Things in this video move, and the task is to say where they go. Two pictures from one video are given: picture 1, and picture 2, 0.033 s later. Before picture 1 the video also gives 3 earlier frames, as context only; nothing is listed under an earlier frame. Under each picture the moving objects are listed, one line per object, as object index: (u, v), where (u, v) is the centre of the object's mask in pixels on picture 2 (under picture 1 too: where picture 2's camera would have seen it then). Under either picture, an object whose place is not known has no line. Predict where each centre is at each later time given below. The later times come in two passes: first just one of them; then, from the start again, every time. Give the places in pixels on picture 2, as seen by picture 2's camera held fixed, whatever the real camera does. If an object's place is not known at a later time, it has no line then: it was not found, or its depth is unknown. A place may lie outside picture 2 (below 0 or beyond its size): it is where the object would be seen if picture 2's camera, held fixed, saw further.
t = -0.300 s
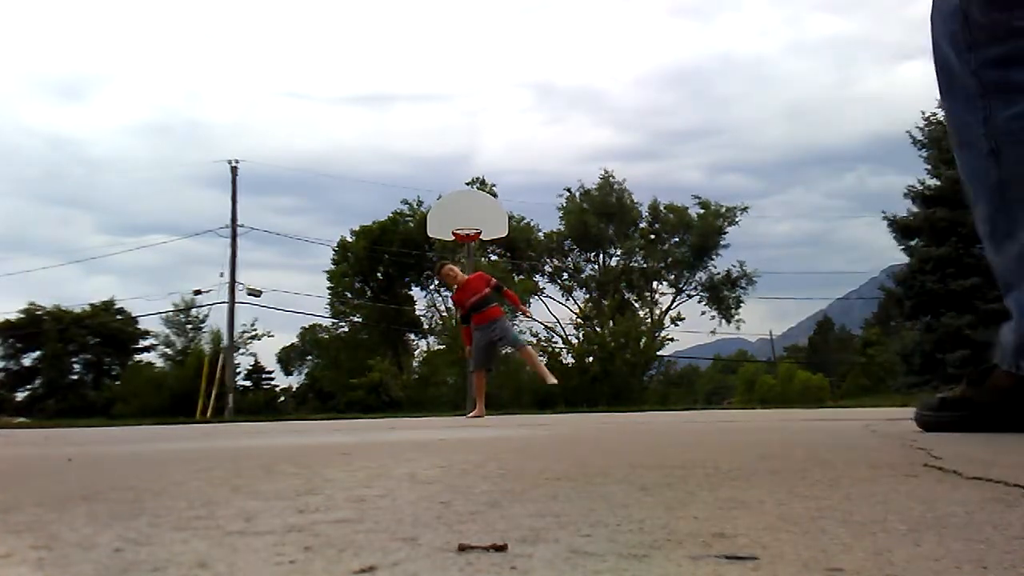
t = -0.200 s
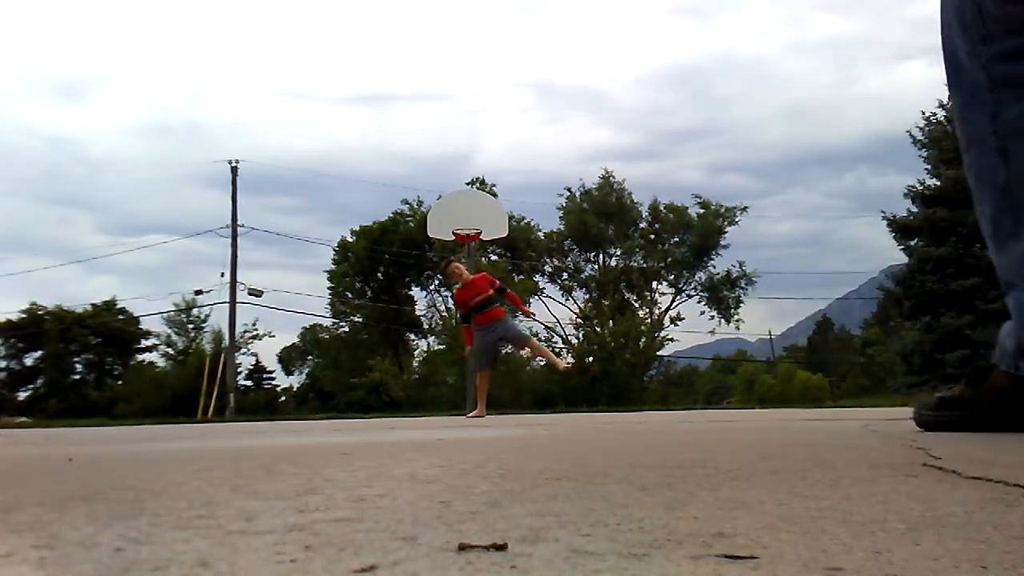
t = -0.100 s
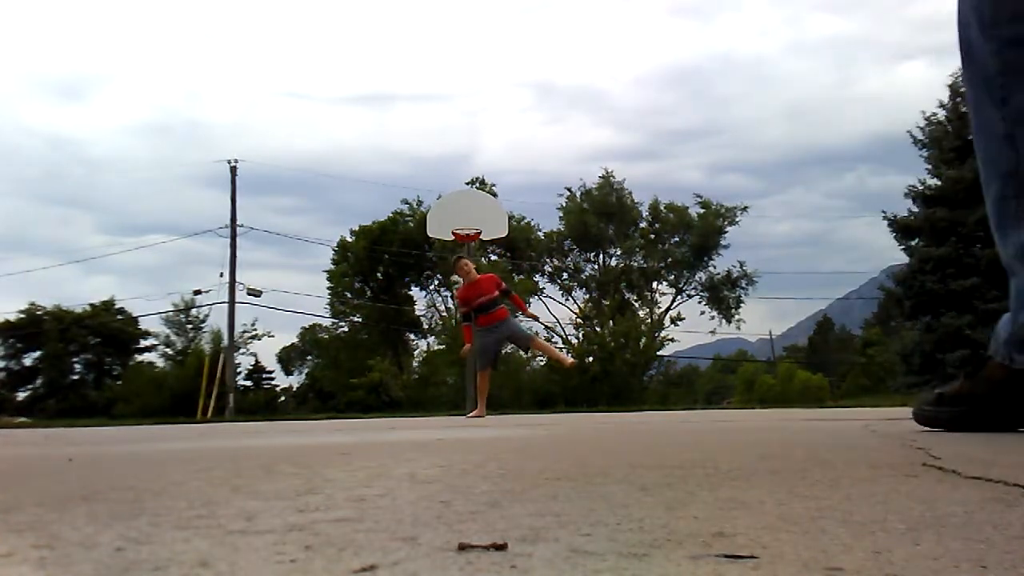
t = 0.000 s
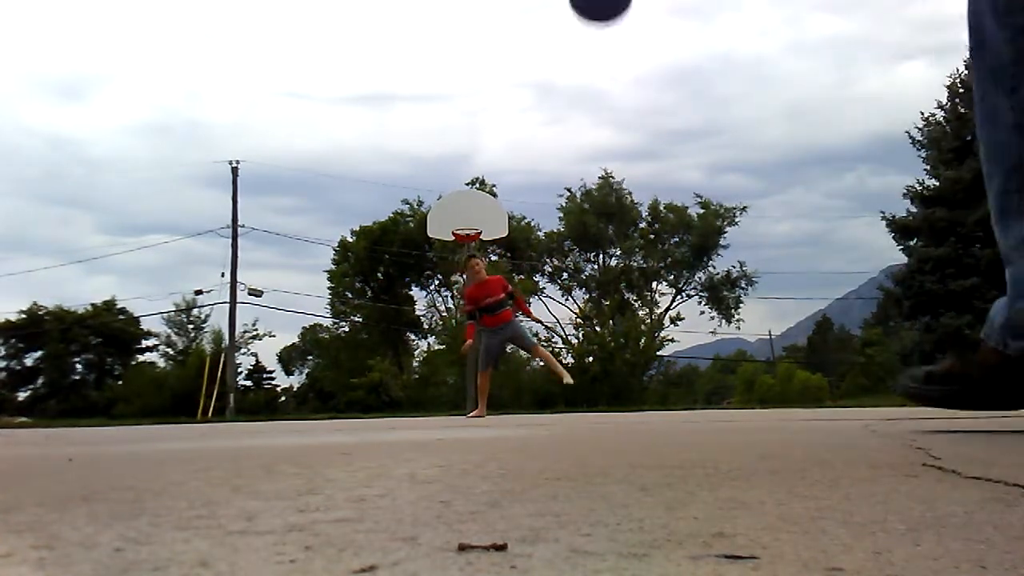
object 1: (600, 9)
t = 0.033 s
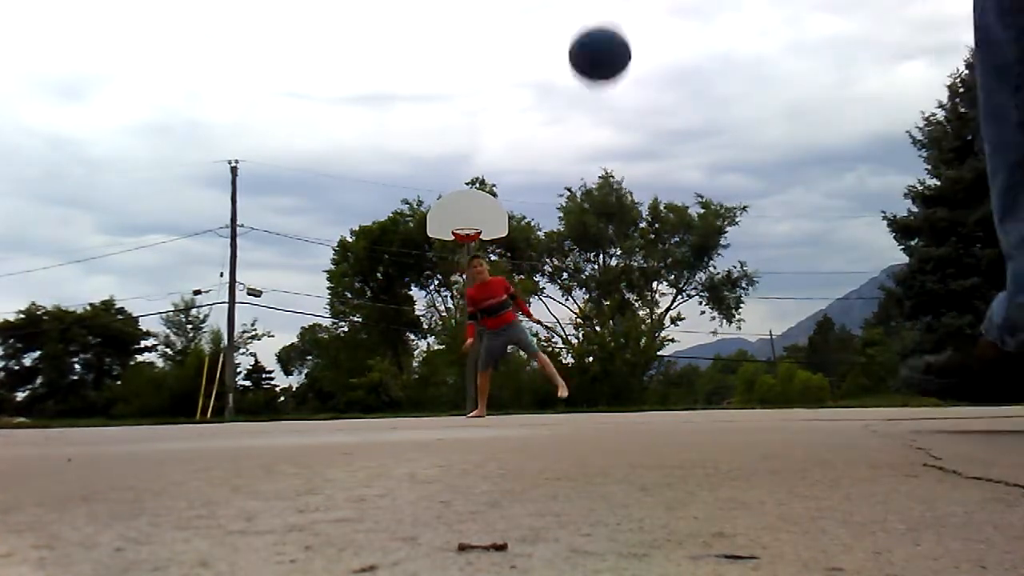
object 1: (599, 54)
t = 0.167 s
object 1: (599, 293)
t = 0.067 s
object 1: (599, 114)
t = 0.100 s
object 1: (599, 174)
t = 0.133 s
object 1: (600, 231)
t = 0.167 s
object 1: (599, 293)
